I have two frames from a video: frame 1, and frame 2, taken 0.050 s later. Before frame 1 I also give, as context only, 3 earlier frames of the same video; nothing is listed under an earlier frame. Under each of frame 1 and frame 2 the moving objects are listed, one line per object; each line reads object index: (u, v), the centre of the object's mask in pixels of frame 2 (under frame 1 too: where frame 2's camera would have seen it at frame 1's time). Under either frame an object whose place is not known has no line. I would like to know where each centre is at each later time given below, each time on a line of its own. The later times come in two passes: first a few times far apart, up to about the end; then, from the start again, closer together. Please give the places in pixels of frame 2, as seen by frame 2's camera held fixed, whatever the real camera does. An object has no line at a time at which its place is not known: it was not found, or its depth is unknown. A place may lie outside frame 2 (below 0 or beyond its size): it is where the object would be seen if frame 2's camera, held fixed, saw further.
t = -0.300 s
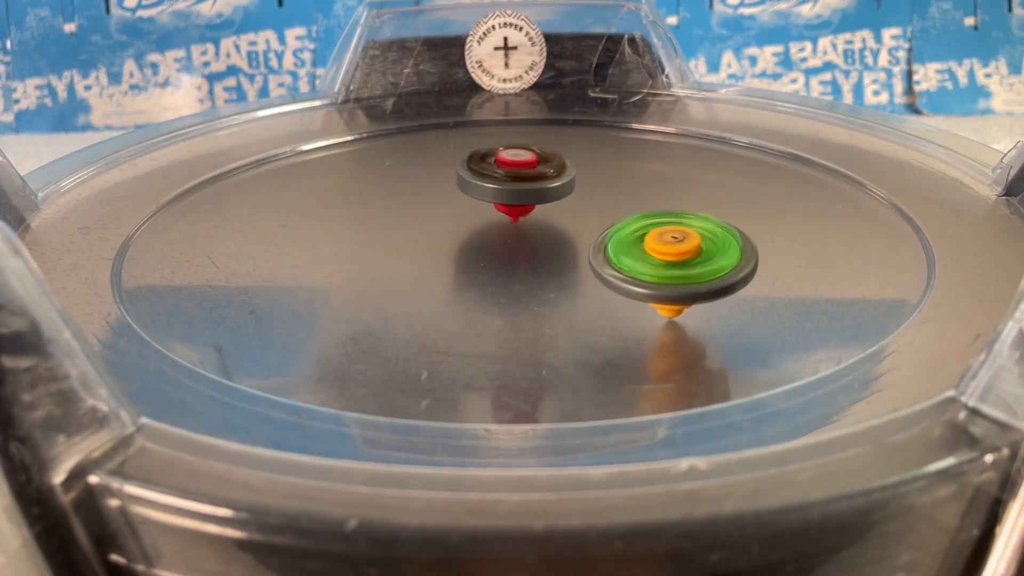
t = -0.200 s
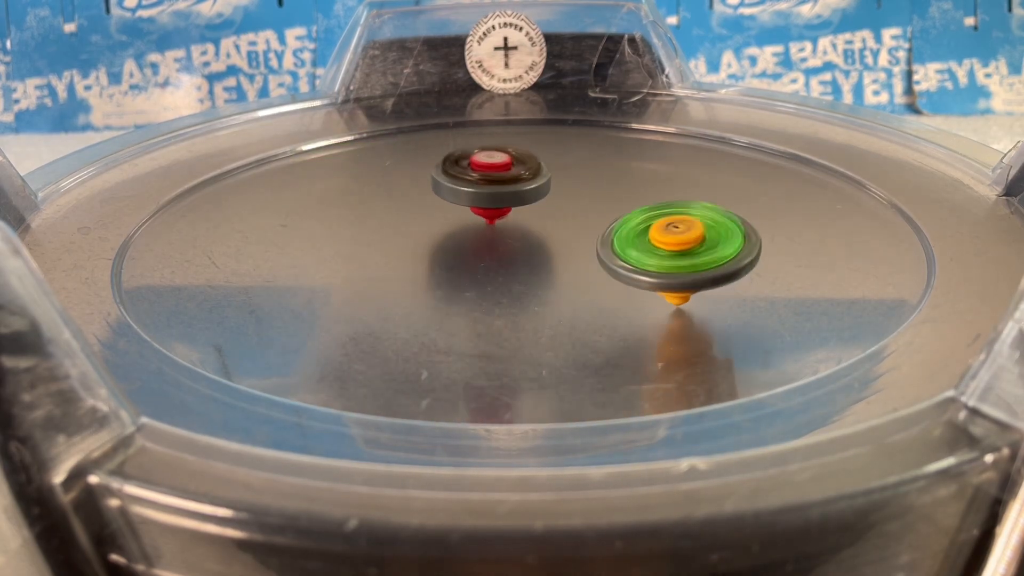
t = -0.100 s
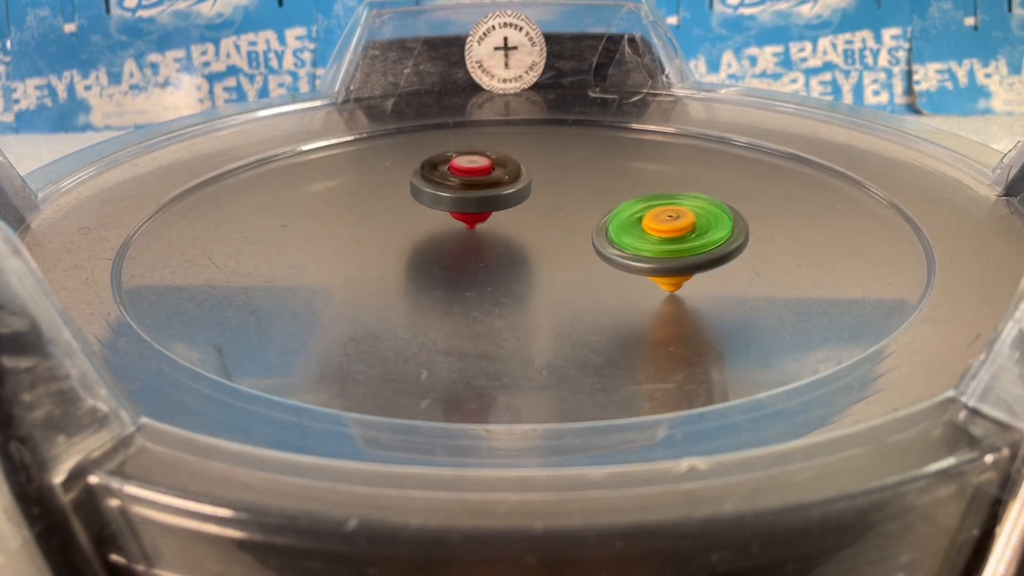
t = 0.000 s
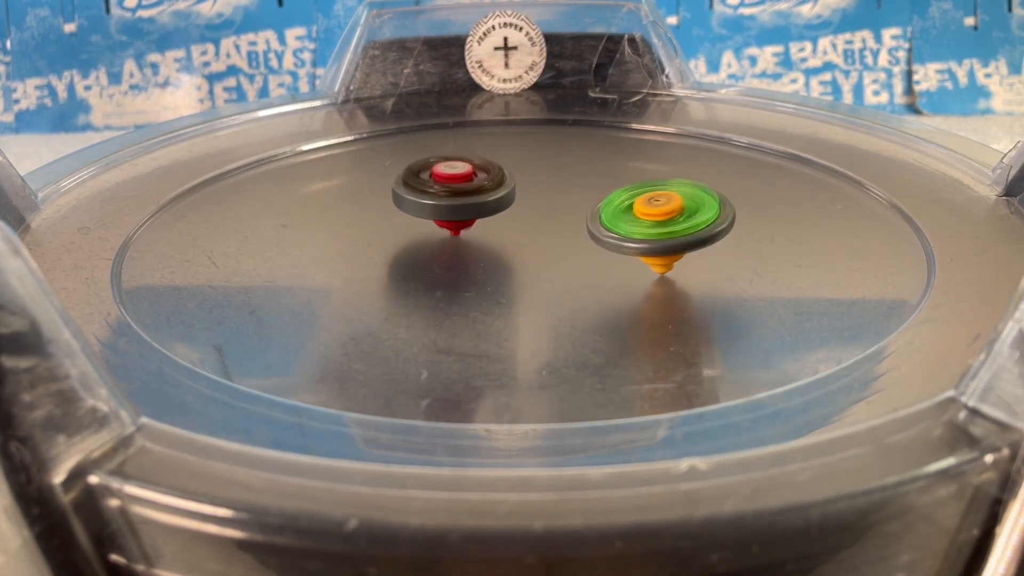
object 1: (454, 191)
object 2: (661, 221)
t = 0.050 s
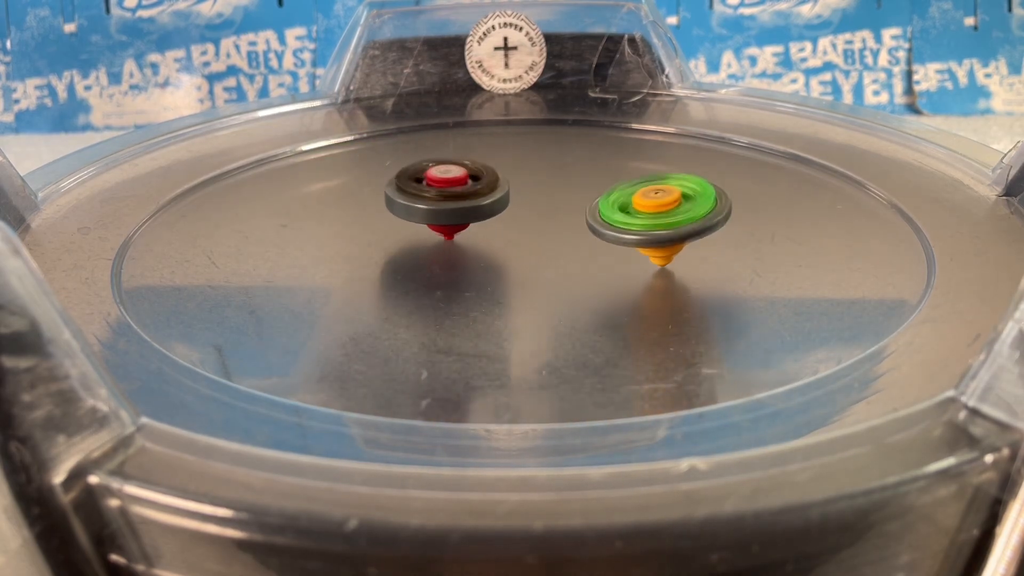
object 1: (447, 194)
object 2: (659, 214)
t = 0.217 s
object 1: (437, 210)
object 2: (637, 198)
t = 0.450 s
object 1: (418, 235)
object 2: (604, 212)
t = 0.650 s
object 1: (403, 259)
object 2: (627, 222)
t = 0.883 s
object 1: (462, 279)
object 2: (582, 232)
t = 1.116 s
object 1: (522, 289)
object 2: (575, 224)
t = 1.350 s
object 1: (561, 300)
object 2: (565, 222)
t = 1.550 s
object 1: (598, 290)
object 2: (543, 229)
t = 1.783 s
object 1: (658, 298)
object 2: (476, 189)
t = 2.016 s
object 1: (665, 277)
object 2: (401, 204)
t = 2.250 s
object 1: (630, 255)
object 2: (444, 251)
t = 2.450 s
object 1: (634, 229)
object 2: (489, 232)
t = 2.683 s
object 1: (600, 184)
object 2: (414, 225)
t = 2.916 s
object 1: (529, 180)
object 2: (459, 246)
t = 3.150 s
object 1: (468, 139)
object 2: (578, 263)
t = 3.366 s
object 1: (370, 138)
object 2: (655, 264)
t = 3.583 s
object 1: (365, 182)
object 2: (640, 216)
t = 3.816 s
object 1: (407, 225)
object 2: (555, 213)
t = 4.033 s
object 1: (469, 275)
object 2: (604, 233)
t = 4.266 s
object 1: (664, 285)
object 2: (565, 213)
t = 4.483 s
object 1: (716, 260)
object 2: (547, 216)
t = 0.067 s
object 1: (445, 196)
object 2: (659, 212)
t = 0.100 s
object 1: (442, 199)
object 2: (657, 207)
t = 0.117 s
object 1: (441, 200)
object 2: (656, 205)
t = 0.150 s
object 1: (439, 203)
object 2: (653, 200)
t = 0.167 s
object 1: (438, 205)
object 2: (649, 199)
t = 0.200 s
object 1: (437, 208)
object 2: (641, 198)
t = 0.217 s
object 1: (437, 210)
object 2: (637, 198)
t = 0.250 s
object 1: (437, 214)
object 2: (628, 199)
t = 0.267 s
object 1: (437, 215)
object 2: (624, 199)
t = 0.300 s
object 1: (438, 219)
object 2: (613, 202)
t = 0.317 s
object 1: (439, 221)
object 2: (608, 204)
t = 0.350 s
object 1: (441, 224)
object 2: (599, 206)
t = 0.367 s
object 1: (442, 226)
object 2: (594, 208)
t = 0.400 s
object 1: (445, 230)
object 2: (585, 211)
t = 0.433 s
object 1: (430, 233)
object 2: (595, 212)
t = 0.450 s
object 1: (418, 235)
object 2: (604, 212)
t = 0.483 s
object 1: (400, 238)
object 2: (619, 213)
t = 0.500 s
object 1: (395, 240)
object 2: (624, 213)
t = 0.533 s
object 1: (390, 244)
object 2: (631, 215)
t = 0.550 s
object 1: (390, 246)
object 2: (633, 216)
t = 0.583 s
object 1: (393, 251)
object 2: (633, 218)
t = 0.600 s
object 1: (395, 253)
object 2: (632, 219)
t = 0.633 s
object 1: (401, 257)
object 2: (629, 221)
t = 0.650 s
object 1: (403, 259)
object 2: (627, 222)
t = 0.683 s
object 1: (410, 263)
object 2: (621, 224)
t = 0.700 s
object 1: (413, 265)
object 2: (618, 225)
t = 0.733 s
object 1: (421, 268)
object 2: (611, 227)
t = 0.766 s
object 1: (429, 271)
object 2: (603, 229)
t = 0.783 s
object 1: (433, 273)
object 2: (600, 230)
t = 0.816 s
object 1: (443, 275)
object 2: (593, 231)
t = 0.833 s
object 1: (448, 276)
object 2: (589, 232)
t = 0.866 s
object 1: (458, 278)
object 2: (584, 232)
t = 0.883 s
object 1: (462, 279)
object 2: (582, 232)
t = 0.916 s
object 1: (473, 280)
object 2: (580, 232)
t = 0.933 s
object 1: (478, 282)
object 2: (578, 232)
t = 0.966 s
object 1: (488, 282)
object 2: (577, 230)
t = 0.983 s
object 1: (491, 284)
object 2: (576, 229)
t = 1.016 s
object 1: (496, 286)
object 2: (578, 226)
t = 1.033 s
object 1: (500, 287)
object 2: (578, 225)
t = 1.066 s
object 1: (508, 288)
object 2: (578, 223)
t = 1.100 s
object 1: (518, 288)
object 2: (577, 223)
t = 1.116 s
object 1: (522, 289)
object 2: (575, 224)
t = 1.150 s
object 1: (527, 291)
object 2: (573, 225)
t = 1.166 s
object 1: (526, 294)
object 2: (573, 224)
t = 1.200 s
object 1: (526, 299)
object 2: (574, 223)
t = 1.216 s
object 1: (528, 300)
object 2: (574, 222)
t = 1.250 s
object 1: (535, 301)
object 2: (573, 221)
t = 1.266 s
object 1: (539, 301)
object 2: (572, 221)
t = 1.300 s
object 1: (548, 301)
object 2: (569, 221)
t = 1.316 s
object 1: (553, 301)
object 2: (568, 220)
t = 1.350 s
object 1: (561, 300)
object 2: (565, 222)
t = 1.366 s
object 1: (565, 300)
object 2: (563, 223)
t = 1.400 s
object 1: (573, 298)
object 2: (559, 223)
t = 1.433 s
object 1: (579, 297)
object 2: (555, 225)
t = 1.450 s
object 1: (583, 296)
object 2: (554, 225)
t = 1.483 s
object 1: (589, 294)
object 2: (550, 227)
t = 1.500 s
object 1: (592, 294)
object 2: (548, 227)
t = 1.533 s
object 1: (596, 292)
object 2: (545, 229)
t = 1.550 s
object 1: (598, 290)
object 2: (543, 229)
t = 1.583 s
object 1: (602, 288)
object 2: (539, 231)
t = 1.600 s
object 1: (604, 288)
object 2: (538, 231)
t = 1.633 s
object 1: (621, 295)
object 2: (527, 225)
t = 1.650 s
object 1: (629, 298)
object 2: (521, 219)
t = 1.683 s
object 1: (640, 302)
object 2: (510, 209)
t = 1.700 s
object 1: (644, 302)
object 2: (504, 204)
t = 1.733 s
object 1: (650, 301)
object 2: (493, 197)
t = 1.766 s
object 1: (655, 299)
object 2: (481, 192)
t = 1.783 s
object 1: (658, 298)
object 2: (476, 189)
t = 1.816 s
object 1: (662, 295)
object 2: (466, 187)
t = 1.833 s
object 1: (664, 293)
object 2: (460, 186)
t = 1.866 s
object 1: (666, 290)
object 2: (449, 186)
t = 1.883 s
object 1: (667, 289)
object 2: (442, 187)
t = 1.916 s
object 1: (668, 286)
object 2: (430, 189)
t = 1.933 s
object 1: (668, 284)
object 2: (425, 191)
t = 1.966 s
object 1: (667, 281)
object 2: (415, 195)
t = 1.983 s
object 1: (667, 280)
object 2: (410, 198)
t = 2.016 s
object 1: (665, 277)
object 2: (401, 204)
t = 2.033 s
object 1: (663, 275)
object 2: (398, 207)
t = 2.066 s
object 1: (660, 272)
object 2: (392, 214)
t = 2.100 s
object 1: (656, 269)
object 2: (389, 222)
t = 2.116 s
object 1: (654, 268)
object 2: (389, 226)
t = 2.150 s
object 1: (648, 265)
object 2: (394, 235)
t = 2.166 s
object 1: (646, 263)
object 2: (400, 238)
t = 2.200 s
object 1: (640, 260)
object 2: (414, 245)
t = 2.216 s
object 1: (637, 259)
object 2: (423, 247)
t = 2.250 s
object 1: (630, 255)
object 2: (444, 251)
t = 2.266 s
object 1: (627, 254)
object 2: (456, 252)
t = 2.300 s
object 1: (627, 250)
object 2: (473, 252)
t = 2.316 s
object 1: (629, 248)
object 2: (478, 251)
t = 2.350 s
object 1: (639, 243)
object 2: (479, 248)
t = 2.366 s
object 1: (642, 240)
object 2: (479, 246)
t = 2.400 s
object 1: (642, 236)
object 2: (484, 241)
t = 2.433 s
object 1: (636, 231)
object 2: (489, 235)
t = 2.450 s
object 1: (634, 229)
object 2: (489, 232)
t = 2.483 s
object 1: (649, 221)
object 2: (467, 226)
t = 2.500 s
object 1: (652, 217)
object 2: (458, 223)
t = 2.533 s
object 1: (654, 210)
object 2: (444, 220)
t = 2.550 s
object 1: (652, 206)
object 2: (439, 218)
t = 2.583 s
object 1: (643, 199)
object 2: (430, 218)
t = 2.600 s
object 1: (637, 196)
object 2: (426, 218)
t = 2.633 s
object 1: (623, 190)
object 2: (421, 220)
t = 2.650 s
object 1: (615, 188)
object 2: (418, 221)
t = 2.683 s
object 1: (600, 184)
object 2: (414, 225)
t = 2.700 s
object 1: (594, 183)
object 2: (413, 227)
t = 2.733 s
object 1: (580, 182)
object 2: (415, 232)
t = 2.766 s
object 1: (569, 180)
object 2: (420, 237)
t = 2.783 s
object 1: (564, 180)
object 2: (424, 239)
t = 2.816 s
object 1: (554, 180)
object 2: (432, 242)
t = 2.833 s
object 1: (550, 180)
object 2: (436, 244)
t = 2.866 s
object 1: (541, 180)
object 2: (443, 245)
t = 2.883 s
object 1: (537, 180)
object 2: (448, 246)
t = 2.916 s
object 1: (529, 180)
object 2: (459, 246)
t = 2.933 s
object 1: (525, 180)
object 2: (465, 245)
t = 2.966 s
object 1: (517, 179)
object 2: (482, 243)
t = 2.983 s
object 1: (513, 178)
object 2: (491, 241)
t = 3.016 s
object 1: (505, 177)
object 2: (510, 236)
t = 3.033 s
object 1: (500, 176)
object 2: (518, 234)
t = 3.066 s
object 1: (493, 173)
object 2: (534, 236)
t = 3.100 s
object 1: (484, 158)
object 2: (552, 248)
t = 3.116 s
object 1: (480, 150)
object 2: (561, 254)
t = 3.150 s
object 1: (468, 139)
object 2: (578, 263)
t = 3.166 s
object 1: (462, 135)
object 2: (587, 267)
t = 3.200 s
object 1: (446, 129)
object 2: (603, 272)
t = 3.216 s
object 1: (436, 127)
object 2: (610, 273)
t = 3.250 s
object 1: (418, 126)
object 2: (624, 275)
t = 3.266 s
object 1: (408, 127)
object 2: (630, 275)
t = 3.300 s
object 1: (391, 129)
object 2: (640, 273)
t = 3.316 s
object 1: (385, 131)
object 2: (644, 271)
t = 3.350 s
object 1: (374, 136)
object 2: (652, 266)
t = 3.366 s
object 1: (370, 138)
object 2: (655, 264)
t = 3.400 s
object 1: (365, 144)
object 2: (659, 258)
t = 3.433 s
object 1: (361, 150)
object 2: (662, 251)
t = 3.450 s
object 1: (360, 154)
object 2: (663, 247)
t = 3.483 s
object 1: (359, 161)
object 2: (663, 238)
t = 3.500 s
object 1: (359, 164)
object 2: (663, 234)
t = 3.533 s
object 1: (362, 172)
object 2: (658, 225)
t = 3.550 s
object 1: (363, 175)
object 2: (653, 222)
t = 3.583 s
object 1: (365, 182)
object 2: (640, 216)
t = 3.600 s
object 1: (367, 186)
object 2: (632, 214)
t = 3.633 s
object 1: (372, 193)
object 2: (616, 211)
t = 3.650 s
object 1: (375, 196)
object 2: (608, 210)
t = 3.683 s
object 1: (381, 202)
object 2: (593, 210)
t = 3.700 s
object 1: (385, 205)
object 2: (586, 210)
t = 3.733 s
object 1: (392, 211)
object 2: (572, 210)
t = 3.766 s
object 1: (401, 217)
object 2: (560, 211)
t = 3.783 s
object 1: (405, 220)
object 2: (555, 212)
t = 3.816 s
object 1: (407, 225)
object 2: (555, 213)
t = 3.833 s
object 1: (399, 227)
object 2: (565, 213)
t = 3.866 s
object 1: (389, 233)
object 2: (583, 214)
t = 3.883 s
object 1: (388, 237)
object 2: (591, 215)
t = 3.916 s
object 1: (392, 245)
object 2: (602, 218)
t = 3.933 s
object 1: (398, 249)
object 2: (606, 220)
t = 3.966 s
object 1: (416, 259)
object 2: (612, 225)
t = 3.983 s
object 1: (427, 263)
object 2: (612, 227)
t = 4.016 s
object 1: (454, 272)
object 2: (608, 231)
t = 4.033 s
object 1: (469, 275)
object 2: (604, 233)
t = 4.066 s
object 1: (494, 283)
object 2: (604, 234)
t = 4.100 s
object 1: (516, 289)
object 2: (605, 230)
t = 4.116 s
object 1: (529, 292)
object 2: (603, 226)
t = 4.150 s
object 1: (560, 295)
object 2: (596, 221)
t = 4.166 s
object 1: (577, 295)
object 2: (592, 219)
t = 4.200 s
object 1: (611, 293)
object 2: (583, 216)
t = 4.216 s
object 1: (626, 292)
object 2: (577, 215)
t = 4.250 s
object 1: (653, 287)
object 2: (569, 214)
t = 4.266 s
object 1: (664, 285)
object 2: (565, 213)
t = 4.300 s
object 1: (682, 280)
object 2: (556, 211)
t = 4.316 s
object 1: (688, 278)
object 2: (553, 210)
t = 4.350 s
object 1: (697, 274)
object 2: (548, 209)
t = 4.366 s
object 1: (701, 272)
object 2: (546, 208)
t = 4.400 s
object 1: (706, 268)
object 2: (543, 208)
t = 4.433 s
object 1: (711, 265)
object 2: (544, 209)
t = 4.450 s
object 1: (713, 263)
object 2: (545, 211)
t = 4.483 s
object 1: (716, 260)
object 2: (547, 216)
